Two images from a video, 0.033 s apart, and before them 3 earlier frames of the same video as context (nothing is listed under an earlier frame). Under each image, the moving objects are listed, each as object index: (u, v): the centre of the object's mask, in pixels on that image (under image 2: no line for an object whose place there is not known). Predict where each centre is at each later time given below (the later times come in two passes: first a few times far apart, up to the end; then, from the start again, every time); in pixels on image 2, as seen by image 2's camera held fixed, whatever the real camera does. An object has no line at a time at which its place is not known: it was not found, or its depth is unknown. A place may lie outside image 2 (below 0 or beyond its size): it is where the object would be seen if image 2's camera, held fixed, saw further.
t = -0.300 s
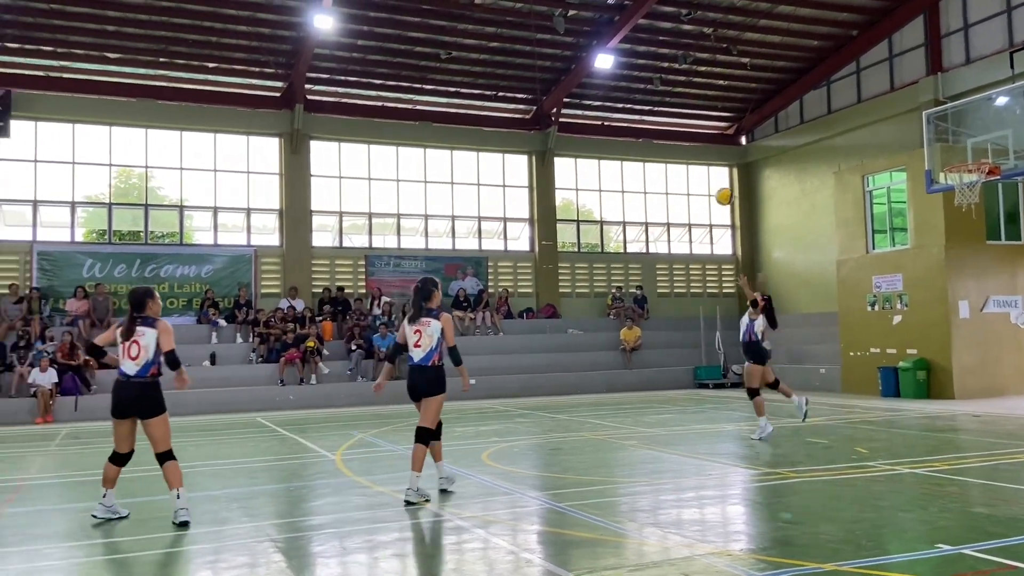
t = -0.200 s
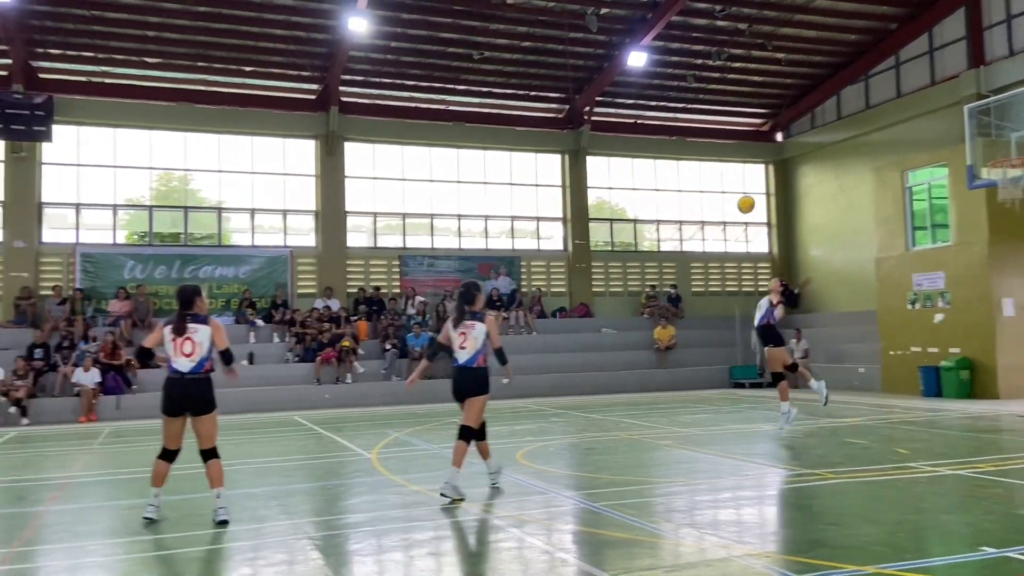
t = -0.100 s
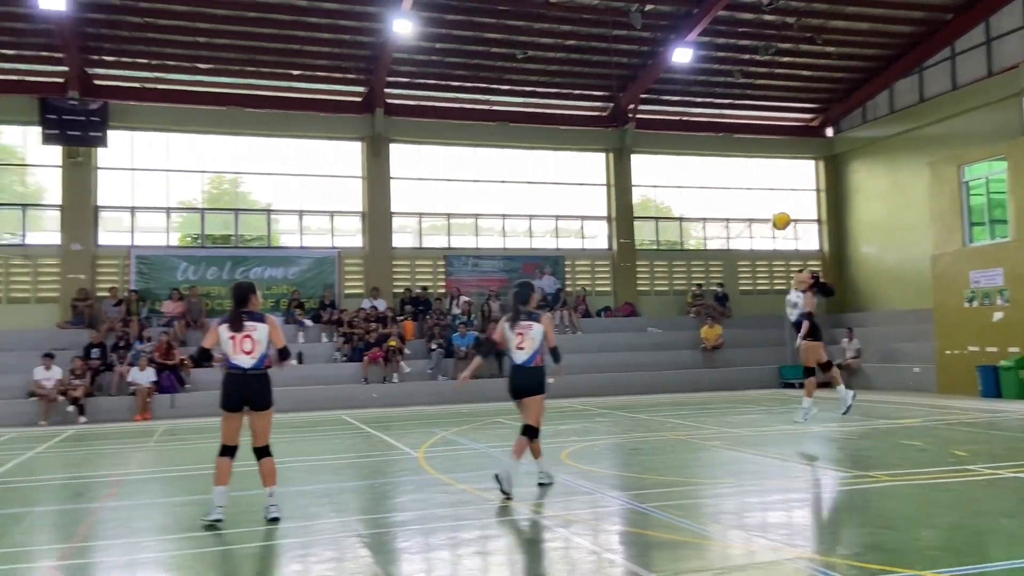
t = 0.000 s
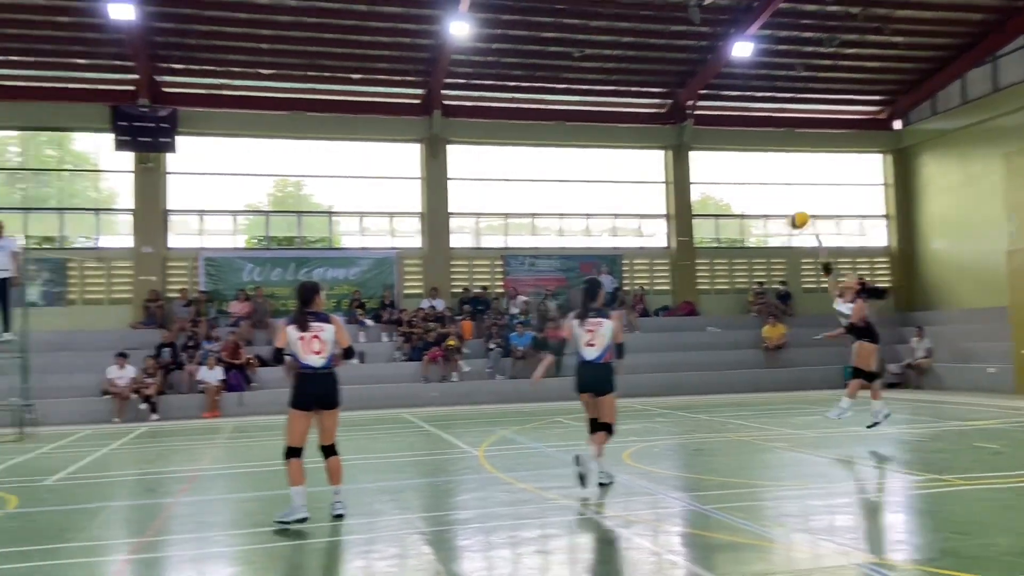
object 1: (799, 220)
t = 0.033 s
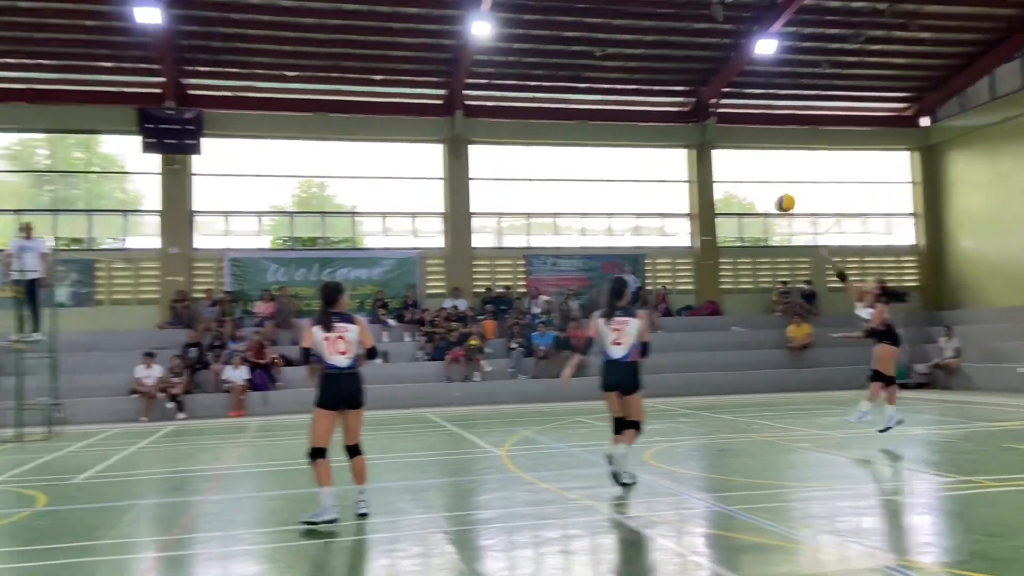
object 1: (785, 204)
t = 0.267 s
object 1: (487, 113)
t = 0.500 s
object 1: (131, 68)
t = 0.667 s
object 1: (-178, 69)
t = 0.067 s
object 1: (744, 189)
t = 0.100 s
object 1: (704, 174)
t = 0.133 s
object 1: (663, 160)
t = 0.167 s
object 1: (620, 146)
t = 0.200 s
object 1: (577, 135)
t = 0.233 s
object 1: (532, 123)
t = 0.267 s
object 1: (487, 113)
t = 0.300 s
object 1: (441, 104)
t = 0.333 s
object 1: (392, 95)
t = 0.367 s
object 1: (343, 87)
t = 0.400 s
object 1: (292, 81)
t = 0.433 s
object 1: (240, 76)
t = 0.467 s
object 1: (186, 72)
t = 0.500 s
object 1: (131, 68)
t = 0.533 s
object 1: (74, 65)
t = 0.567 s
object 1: (14, 64)
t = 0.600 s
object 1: (-47, 64)
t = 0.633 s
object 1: (-112, 65)
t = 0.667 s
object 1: (-178, 69)
